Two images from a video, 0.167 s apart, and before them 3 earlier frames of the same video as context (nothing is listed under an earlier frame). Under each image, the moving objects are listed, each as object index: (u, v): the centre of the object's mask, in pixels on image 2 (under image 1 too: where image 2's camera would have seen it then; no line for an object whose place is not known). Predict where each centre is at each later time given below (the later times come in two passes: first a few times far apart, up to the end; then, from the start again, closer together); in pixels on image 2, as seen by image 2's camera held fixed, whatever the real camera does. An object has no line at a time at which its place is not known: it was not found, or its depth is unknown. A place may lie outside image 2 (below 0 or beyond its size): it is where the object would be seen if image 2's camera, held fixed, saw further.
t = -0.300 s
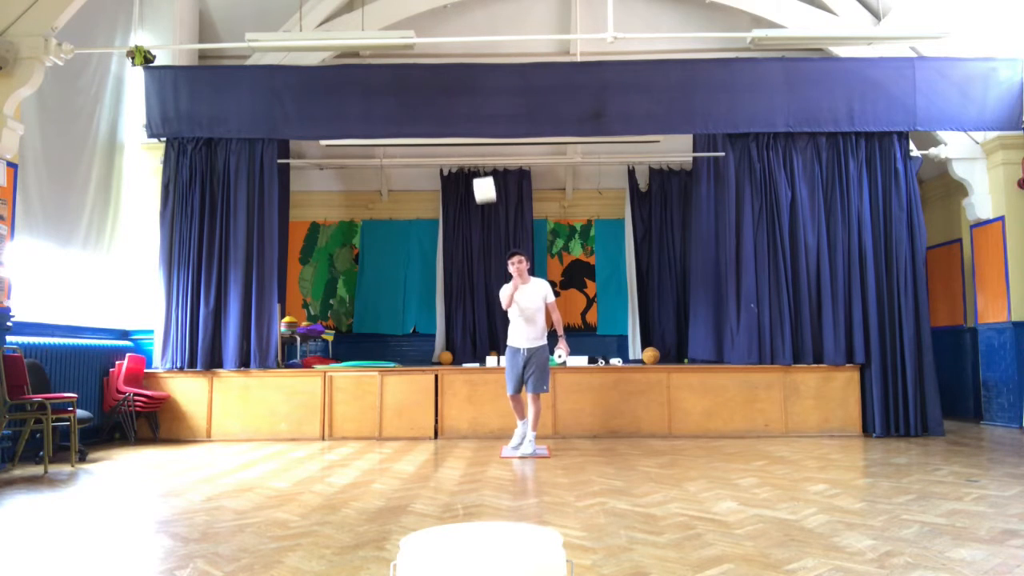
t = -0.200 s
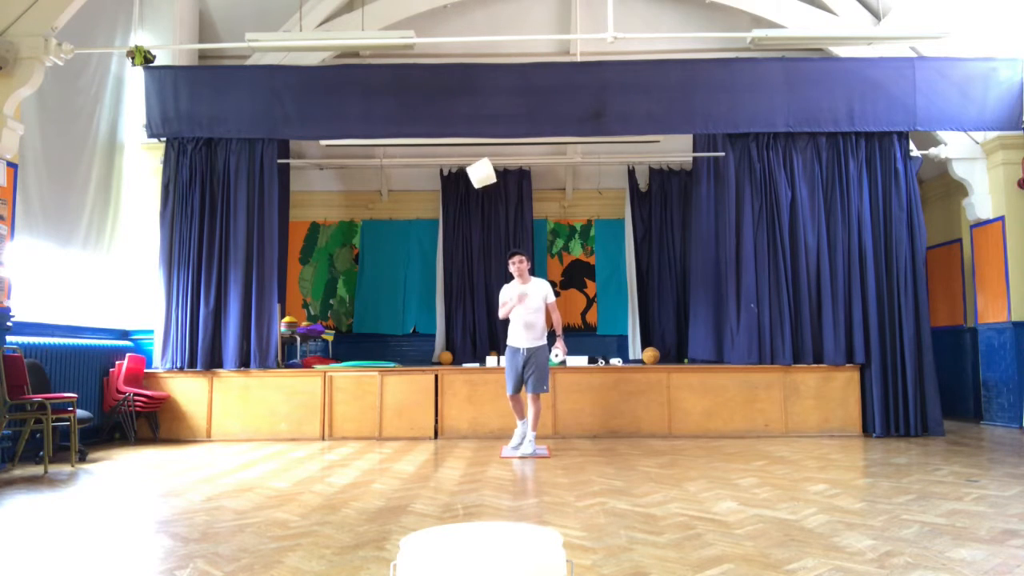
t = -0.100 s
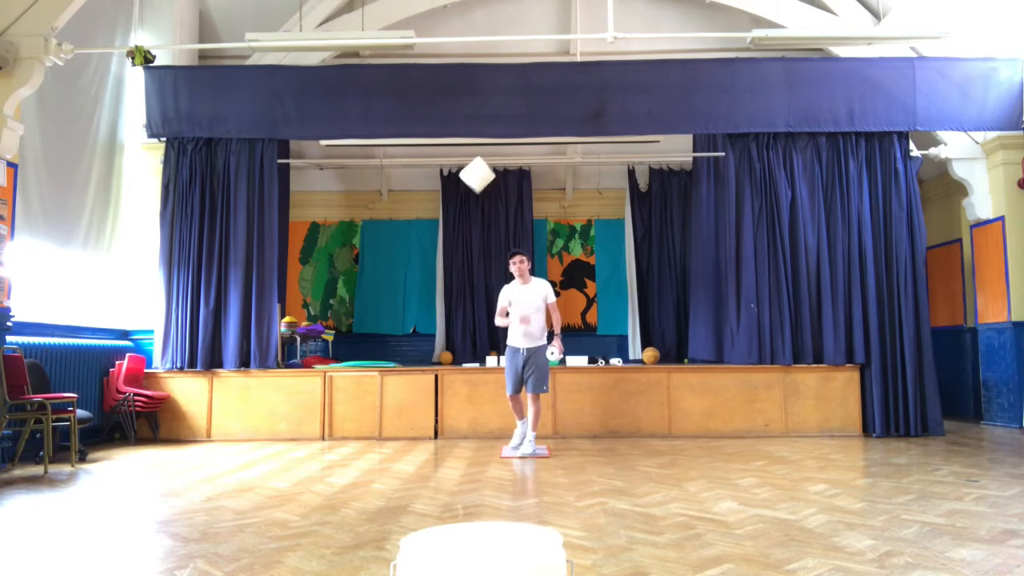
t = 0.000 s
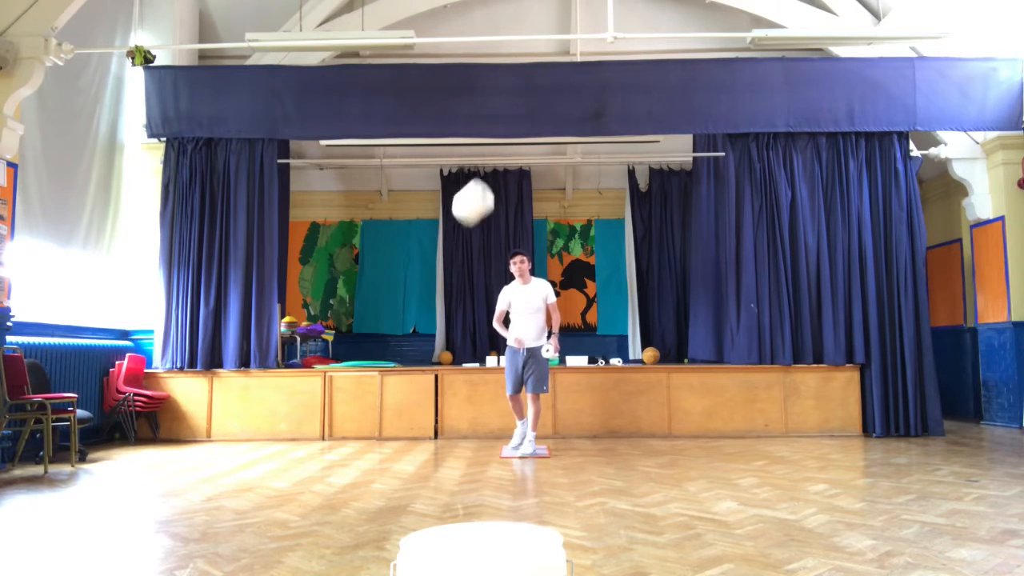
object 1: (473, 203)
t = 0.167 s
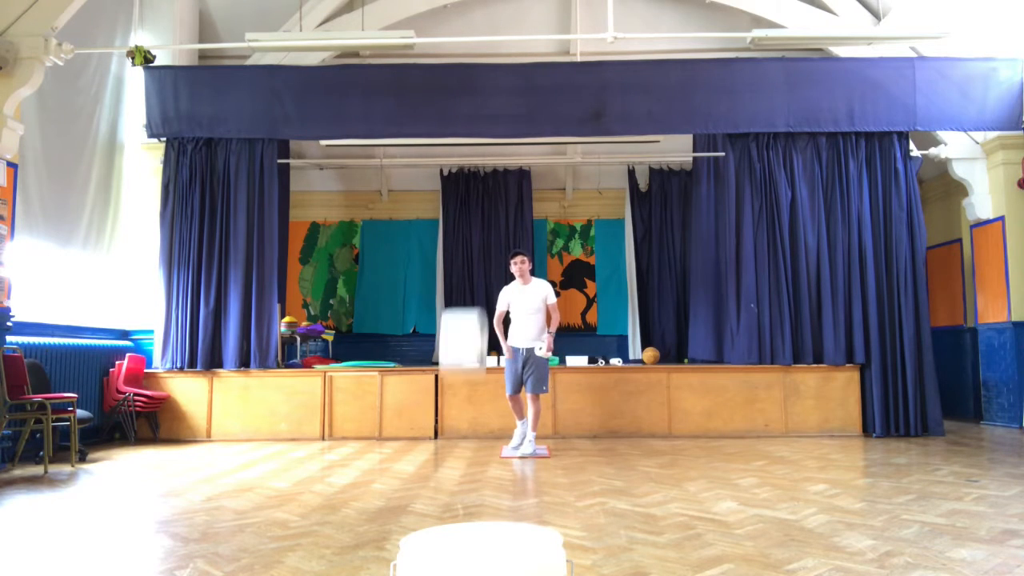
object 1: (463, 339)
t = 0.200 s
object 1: (461, 394)
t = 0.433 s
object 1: (419, 417)
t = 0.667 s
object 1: (383, 472)
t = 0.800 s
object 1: (365, 556)
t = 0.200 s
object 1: (461, 394)
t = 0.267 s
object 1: (455, 500)
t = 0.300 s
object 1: (447, 482)
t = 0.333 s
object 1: (439, 455)
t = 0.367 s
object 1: (432, 438)
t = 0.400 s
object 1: (425, 425)
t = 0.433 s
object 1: (419, 417)
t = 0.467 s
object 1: (413, 414)
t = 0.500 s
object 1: (408, 414)
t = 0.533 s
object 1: (402, 418)
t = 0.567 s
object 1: (397, 425)
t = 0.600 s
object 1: (392, 437)
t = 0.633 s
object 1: (387, 452)
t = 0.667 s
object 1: (383, 472)
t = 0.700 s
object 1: (379, 492)
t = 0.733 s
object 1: (374, 513)
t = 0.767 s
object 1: (370, 539)
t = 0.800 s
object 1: (365, 556)
